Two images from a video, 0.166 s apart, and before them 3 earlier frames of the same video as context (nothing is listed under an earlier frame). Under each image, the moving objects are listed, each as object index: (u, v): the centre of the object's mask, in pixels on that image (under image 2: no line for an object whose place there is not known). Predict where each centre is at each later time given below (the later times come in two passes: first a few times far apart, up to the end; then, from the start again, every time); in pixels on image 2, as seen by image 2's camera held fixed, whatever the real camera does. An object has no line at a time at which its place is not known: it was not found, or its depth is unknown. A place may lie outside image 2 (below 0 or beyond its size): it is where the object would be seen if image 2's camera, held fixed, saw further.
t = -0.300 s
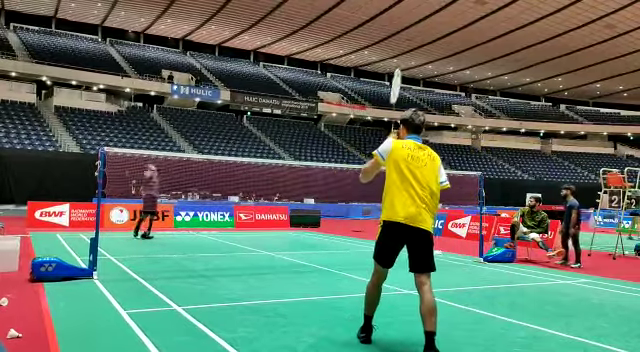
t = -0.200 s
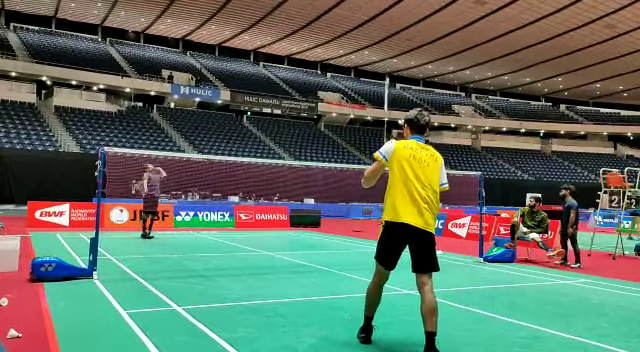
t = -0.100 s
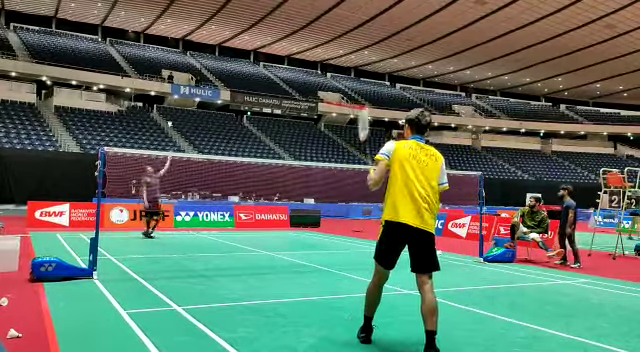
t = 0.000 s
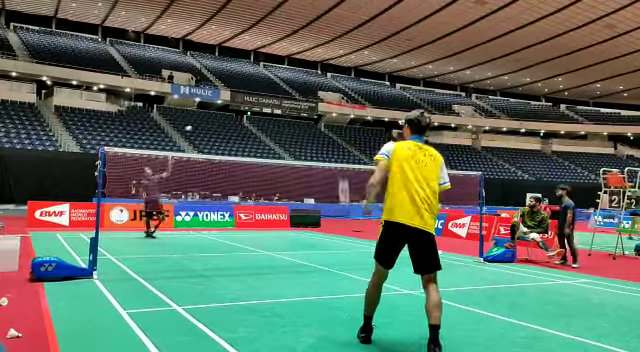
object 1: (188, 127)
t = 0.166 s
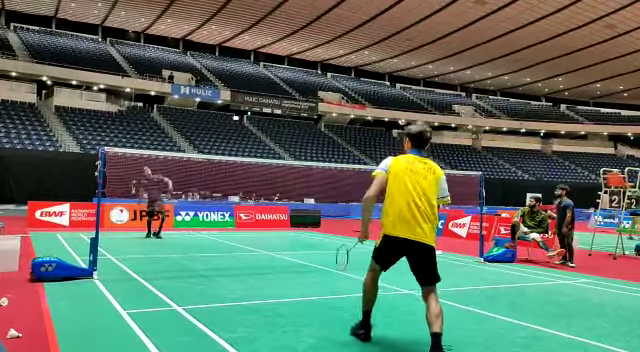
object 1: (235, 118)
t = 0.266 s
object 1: (260, 120)
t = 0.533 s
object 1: (321, 155)
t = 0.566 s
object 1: (328, 162)
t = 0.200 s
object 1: (244, 118)
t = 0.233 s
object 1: (252, 119)
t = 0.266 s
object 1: (260, 120)
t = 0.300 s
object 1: (268, 121)
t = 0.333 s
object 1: (276, 124)
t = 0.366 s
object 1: (284, 127)
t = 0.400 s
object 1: (291, 132)
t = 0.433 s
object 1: (299, 136)
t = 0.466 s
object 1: (306, 142)
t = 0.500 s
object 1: (313, 148)
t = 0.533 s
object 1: (321, 155)
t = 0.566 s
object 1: (328, 162)
